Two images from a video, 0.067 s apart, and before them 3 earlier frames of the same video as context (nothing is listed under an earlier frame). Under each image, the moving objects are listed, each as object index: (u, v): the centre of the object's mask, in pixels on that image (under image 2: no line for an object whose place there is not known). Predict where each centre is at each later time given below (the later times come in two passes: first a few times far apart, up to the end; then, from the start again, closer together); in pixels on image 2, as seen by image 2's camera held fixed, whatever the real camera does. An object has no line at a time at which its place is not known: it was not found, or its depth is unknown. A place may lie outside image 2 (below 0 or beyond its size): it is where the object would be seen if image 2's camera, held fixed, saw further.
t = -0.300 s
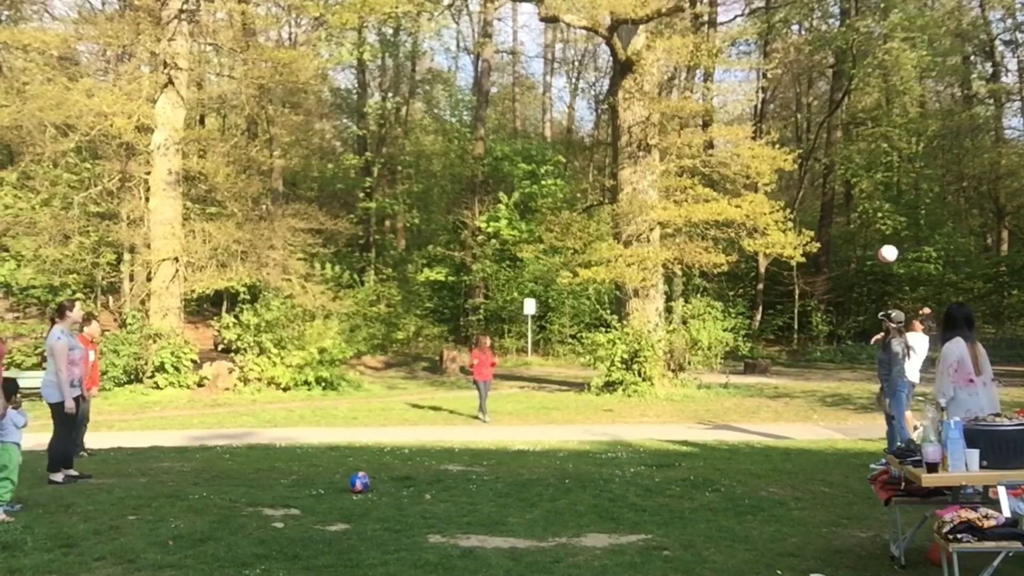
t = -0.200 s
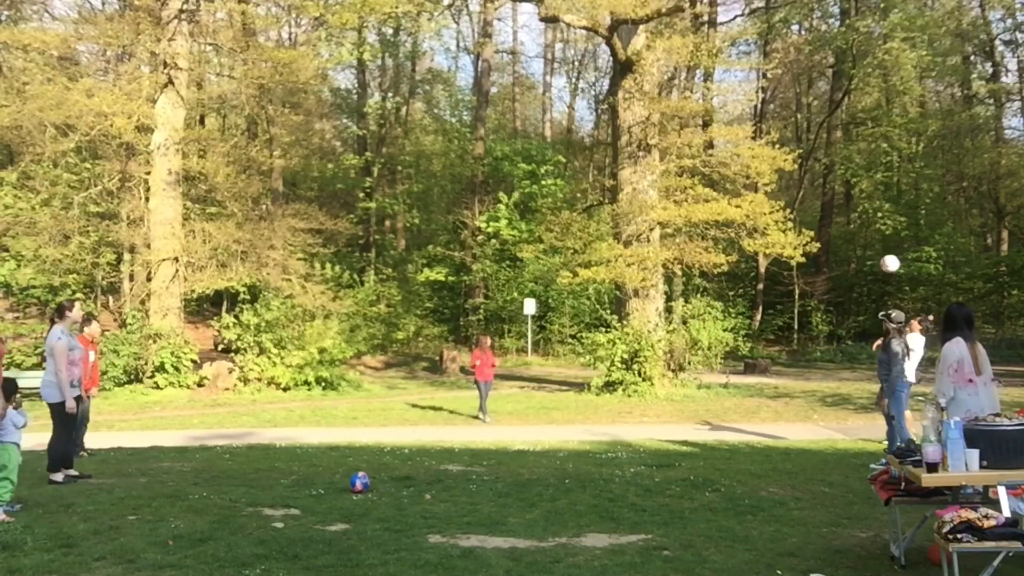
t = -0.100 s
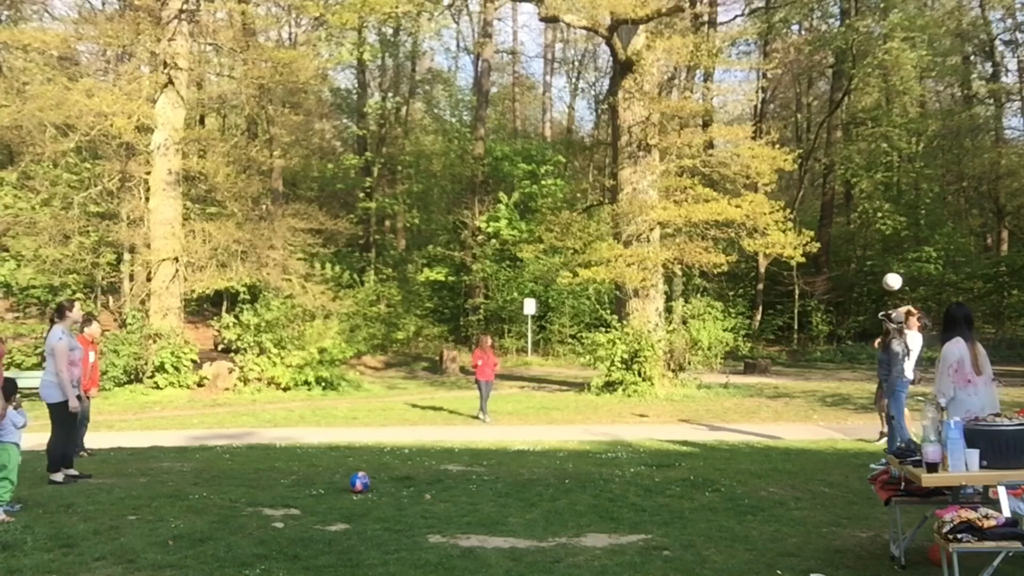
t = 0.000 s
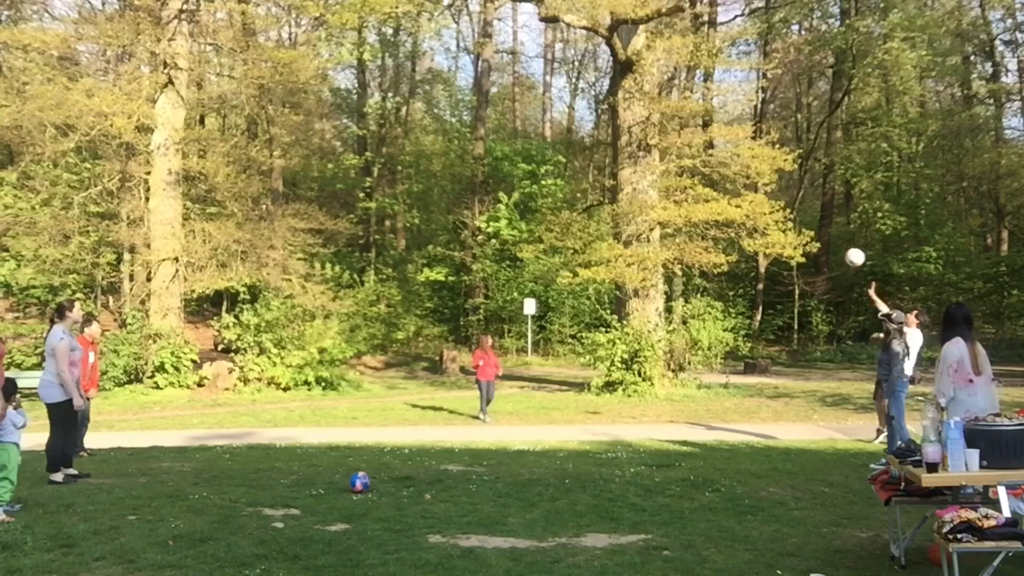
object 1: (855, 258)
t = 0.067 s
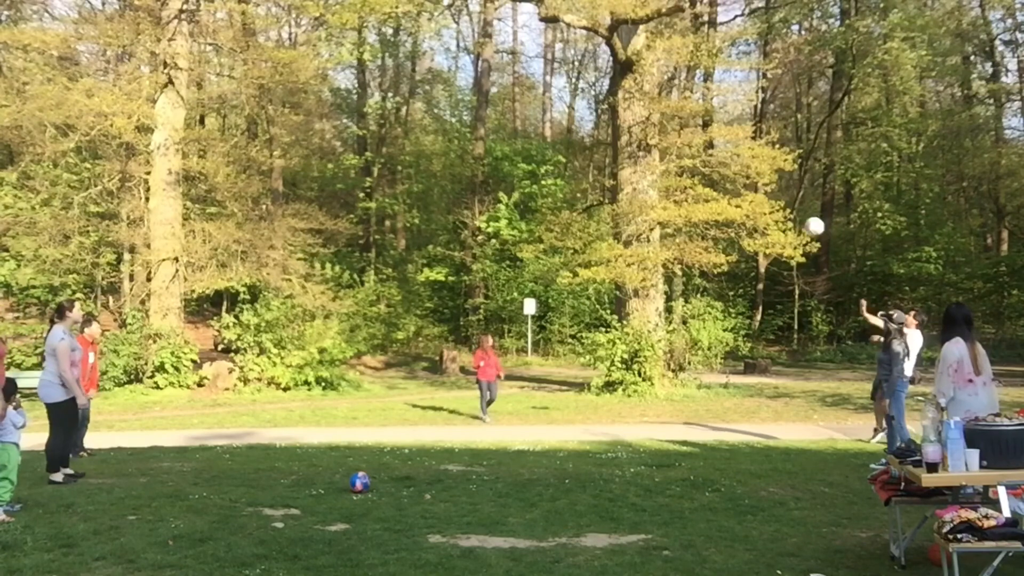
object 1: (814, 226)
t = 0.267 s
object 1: (693, 151)
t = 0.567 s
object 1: (502, 94)
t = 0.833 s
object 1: (323, 109)
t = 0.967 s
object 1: (228, 141)
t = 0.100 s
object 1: (794, 212)
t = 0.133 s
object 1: (774, 198)
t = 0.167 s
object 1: (754, 185)
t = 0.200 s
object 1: (734, 173)
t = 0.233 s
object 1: (713, 162)
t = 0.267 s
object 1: (693, 151)
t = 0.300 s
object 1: (671, 142)
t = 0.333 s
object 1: (651, 133)
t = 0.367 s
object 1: (630, 124)
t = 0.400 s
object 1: (609, 118)
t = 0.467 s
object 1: (566, 107)
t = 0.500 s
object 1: (545, 101)
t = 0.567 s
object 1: (502, 94)
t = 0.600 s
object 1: (481, 93)
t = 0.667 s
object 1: (436, 92)
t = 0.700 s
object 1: (413, 94)
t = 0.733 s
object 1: (391, 96)
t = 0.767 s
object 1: (369, 99)
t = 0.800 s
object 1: (346, 103)
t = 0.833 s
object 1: (323, 109)
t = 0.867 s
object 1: (299, 114)
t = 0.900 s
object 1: (276, 123)
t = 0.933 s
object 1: (251, 131)
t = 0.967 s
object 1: (228, 141)
